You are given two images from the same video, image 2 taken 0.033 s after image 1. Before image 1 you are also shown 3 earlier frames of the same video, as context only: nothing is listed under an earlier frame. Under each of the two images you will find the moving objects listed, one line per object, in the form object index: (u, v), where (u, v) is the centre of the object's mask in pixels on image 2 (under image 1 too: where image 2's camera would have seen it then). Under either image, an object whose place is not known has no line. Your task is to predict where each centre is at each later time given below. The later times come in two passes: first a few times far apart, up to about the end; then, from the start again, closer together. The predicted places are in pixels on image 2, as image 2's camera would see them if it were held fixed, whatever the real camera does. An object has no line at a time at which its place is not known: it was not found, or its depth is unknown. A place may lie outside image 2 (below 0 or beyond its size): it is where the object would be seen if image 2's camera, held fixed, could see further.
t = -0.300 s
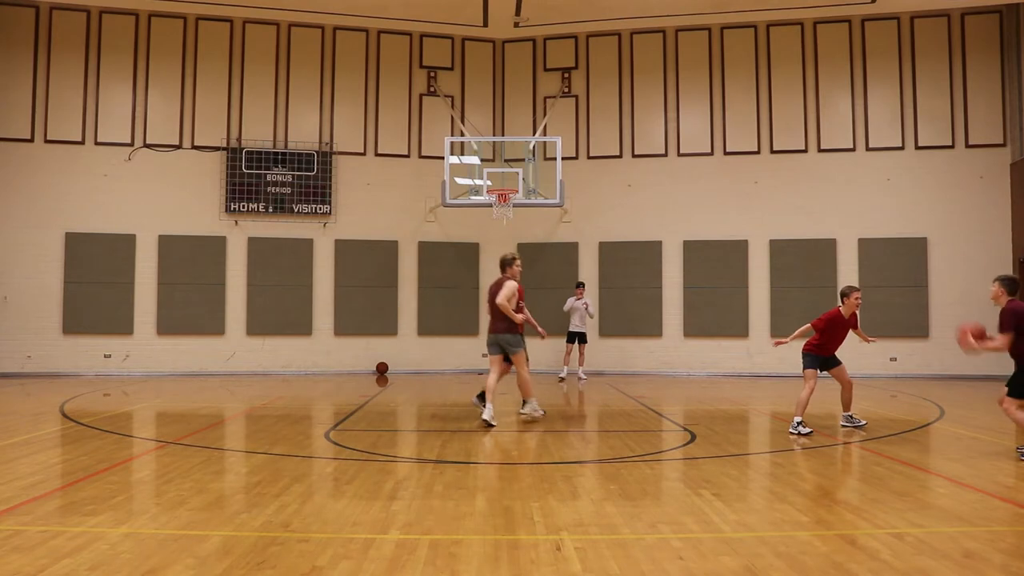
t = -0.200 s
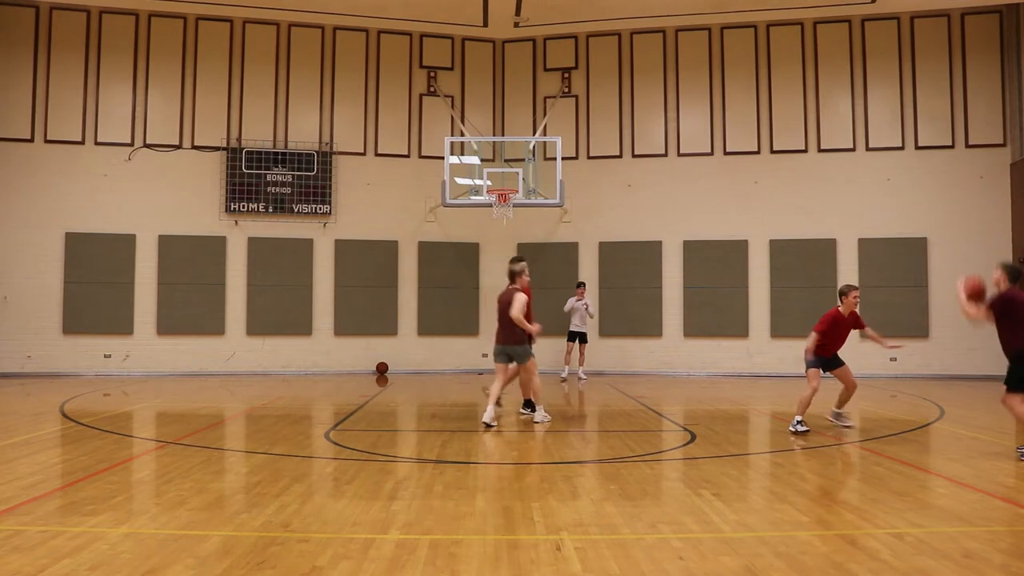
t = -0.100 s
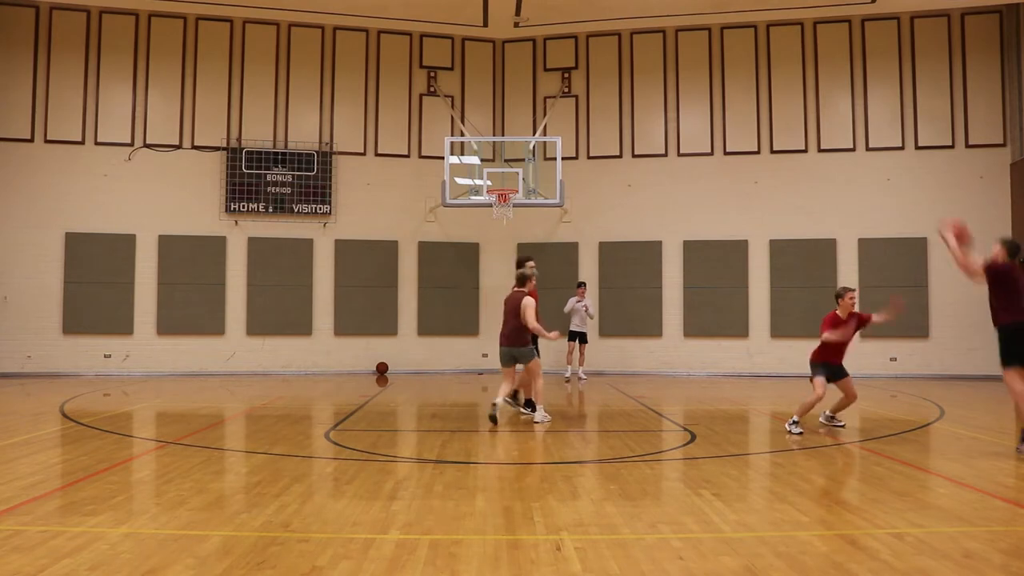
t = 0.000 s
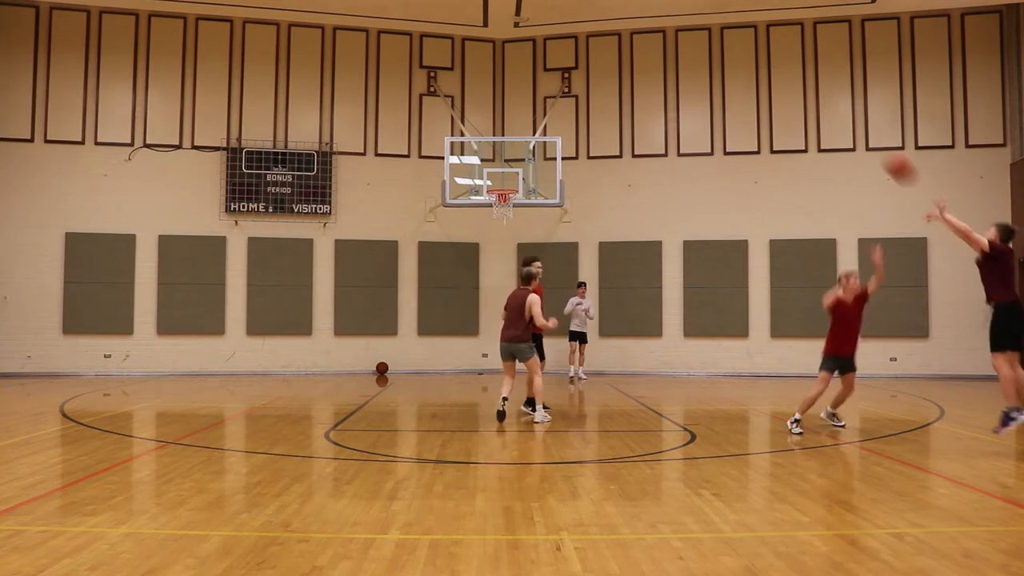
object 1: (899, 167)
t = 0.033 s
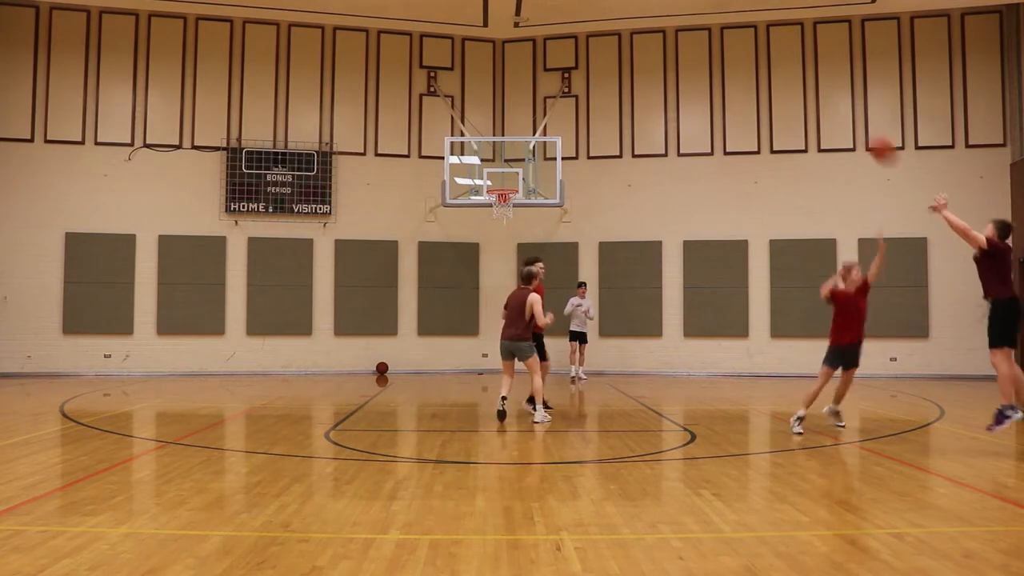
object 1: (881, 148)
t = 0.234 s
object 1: (784, 70)
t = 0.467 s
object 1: (695, 36)
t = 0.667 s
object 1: (635, 43)
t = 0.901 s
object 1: (574, 84)
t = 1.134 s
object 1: (521, 154)
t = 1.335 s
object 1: (493, 208)
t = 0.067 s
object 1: (862, 131)
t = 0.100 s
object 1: (845, 116)
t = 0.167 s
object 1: (814, 90)
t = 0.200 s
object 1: (798, 79)
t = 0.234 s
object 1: (784, 70)
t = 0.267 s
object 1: (771, 62)
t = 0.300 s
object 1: (757, 54)
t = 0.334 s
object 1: (743, 49)
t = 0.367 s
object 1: (732, 45)
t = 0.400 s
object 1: (719, 41)
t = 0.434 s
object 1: (707, 38)
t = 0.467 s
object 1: (695, 36)
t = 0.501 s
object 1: (685, 36)
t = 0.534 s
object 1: (674, 36)
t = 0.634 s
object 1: (644, 40)
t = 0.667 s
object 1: (635, 43)
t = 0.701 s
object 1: (626, 48)
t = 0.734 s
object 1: (617, 52)
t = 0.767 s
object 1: (607, 58)
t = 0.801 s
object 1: (599, 63)
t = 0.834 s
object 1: (591, 69)
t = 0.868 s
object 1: (582, 78)
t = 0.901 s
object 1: (574, 84)
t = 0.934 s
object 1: (567, 93)
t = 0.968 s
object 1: (558, 103)
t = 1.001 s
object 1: (551, 111)
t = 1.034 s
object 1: (544, 121)
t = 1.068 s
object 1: (536, 132)
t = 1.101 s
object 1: (529, 144)
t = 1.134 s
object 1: (521, 154)
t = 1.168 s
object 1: (517, 166)
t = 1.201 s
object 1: (509, 179)
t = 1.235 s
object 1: (503, 194)
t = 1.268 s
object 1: (499, 202)
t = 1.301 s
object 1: (495, 206)
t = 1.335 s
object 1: (493, 208)
